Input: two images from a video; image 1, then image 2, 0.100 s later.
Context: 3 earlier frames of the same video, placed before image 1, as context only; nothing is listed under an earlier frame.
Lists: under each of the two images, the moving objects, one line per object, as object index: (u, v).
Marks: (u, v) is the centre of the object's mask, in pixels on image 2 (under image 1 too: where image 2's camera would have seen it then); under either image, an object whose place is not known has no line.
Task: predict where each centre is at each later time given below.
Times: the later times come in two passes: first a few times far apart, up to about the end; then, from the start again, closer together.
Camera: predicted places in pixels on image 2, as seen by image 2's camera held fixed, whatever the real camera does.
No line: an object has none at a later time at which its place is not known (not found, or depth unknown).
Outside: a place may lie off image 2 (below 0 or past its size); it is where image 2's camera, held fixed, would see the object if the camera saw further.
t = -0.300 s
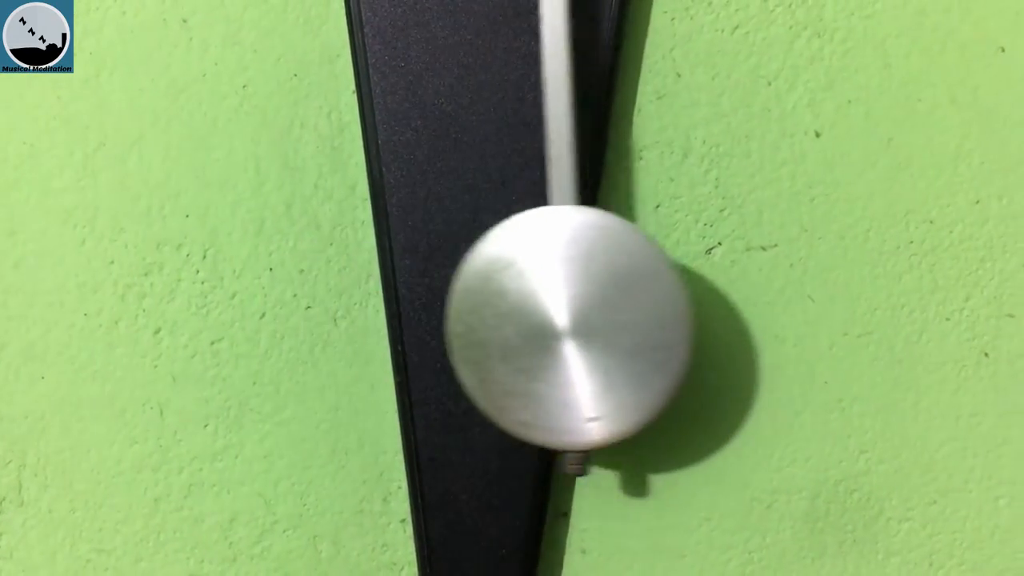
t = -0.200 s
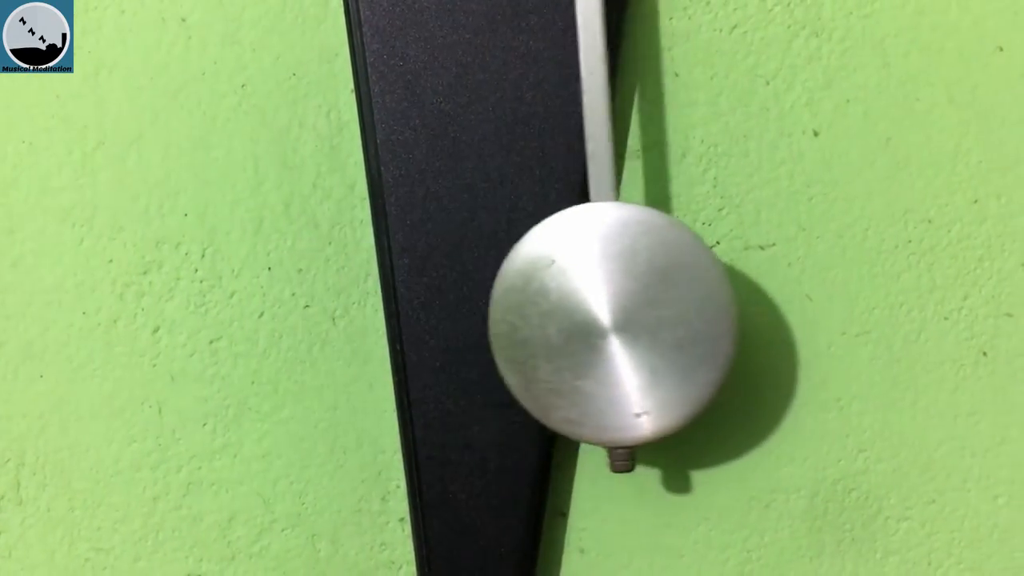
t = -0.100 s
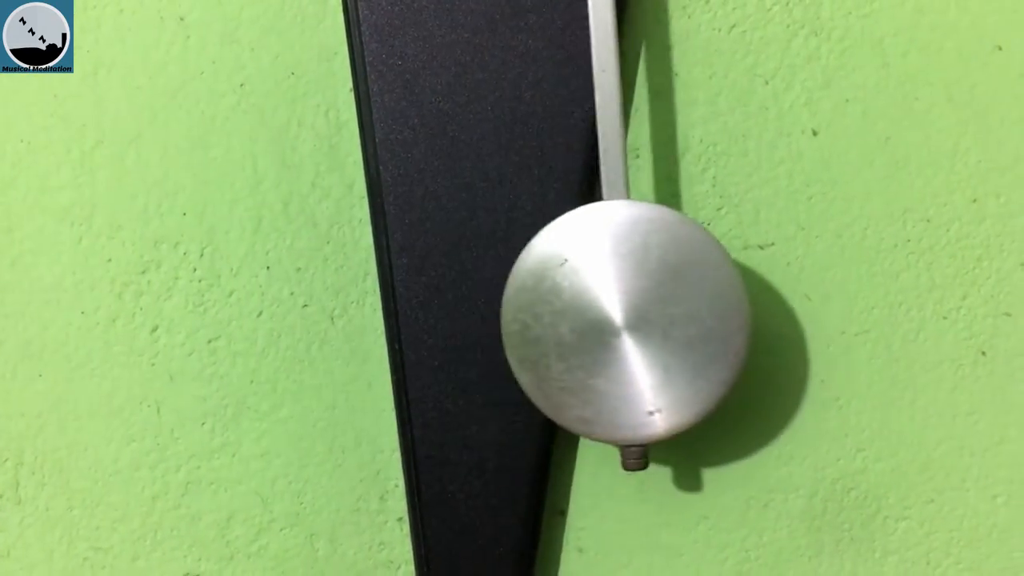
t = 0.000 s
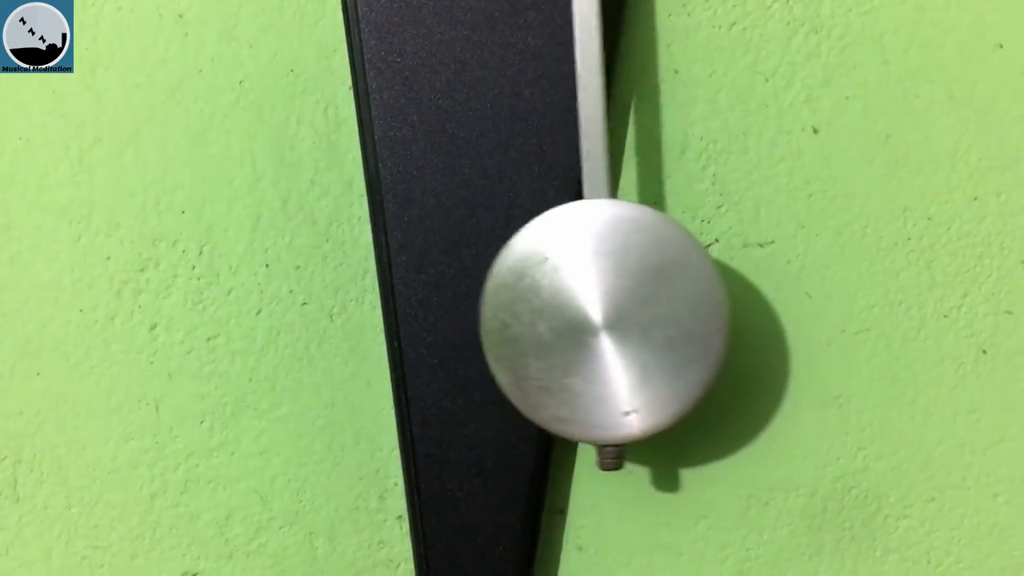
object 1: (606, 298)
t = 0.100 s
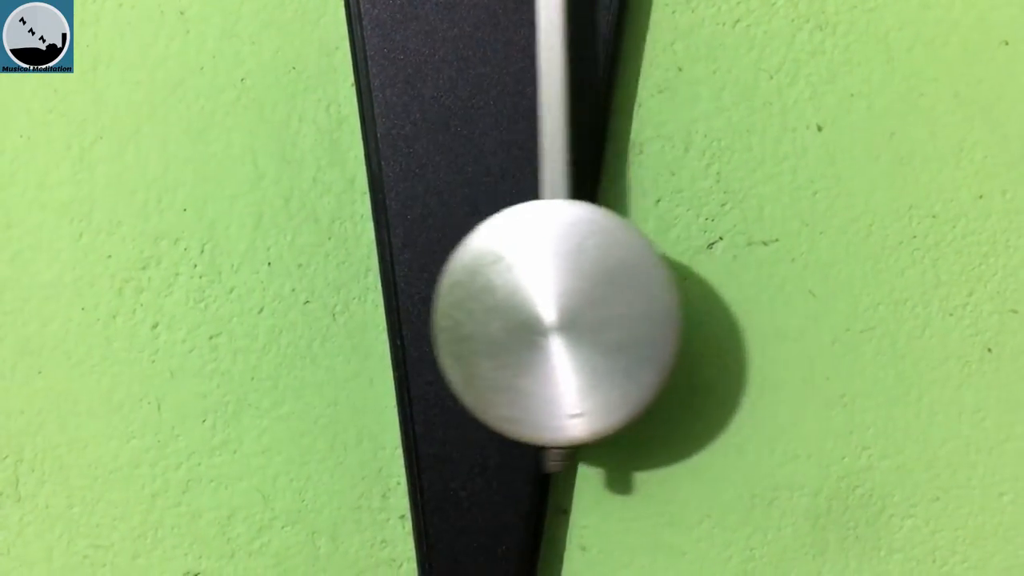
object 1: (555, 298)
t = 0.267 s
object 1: (446, 297)
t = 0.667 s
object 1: (431, 298)
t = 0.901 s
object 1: (578, 299)
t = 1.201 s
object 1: (595, 300)
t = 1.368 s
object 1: (497, 299)
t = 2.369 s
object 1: (600, 297)
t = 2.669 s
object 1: (421, 296)
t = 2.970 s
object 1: (403, 298)
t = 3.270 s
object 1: (587, 296)
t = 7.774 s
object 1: (466, 298)
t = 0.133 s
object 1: (534, 298)
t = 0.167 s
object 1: (512, 298)
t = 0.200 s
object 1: (490, 297)
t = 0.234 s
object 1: (468, 296)
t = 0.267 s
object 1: (446, 297)
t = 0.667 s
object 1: (431, 298)
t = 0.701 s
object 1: (451, 298)
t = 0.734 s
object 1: (472, 298)
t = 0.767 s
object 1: (495, 298)
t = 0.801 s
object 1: (517, 298)
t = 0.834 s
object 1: (539, 299)
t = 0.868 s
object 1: (559, 299)
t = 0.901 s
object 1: (578, 299)
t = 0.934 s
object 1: (595, 299)
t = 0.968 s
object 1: (608, 298)
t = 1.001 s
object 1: (618, 299)
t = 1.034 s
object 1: (625, 299)
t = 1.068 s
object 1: (627, 299)
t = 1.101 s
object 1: (625, 300)
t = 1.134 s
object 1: (619, 300)
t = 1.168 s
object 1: (609, 300)
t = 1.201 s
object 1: (595, 300)
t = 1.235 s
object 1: (579, 299)
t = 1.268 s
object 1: (560, 298)
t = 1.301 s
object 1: (540, 299)
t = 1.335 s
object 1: (518, 299)
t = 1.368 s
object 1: (497, 299)
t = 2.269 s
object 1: (627, 298)
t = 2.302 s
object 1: (622, 298)
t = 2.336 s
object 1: (613, 298)
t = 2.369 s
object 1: (600, 297)
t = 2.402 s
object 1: (585, 297)
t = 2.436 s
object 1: (567, 297)
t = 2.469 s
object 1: (547, 297)
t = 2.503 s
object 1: (526, 298)
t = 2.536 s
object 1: (504, 296)
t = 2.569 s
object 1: (482, 296)
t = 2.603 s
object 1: (461, 295)
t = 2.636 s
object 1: (440, 295)
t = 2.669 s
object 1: (421, 296)
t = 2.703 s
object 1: (404, 297)
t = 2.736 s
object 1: (390, 297)
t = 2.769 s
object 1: (380, 297)
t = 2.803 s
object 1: (374, 297)
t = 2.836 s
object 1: (371, 298)
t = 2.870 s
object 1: (373, 298)
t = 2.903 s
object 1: (379, 298)
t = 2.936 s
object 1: (389, 298)
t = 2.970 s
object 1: (403, 298)
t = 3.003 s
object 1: (420, 298)
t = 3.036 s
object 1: (439, 299)
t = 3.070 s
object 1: (460, 297)
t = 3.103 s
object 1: (483, 296)
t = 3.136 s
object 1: (505, 298)
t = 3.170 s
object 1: (527, 298)
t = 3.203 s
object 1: (549, 296)
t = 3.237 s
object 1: (568, 296)
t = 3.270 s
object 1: (587, 296)
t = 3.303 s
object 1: (602, 296)
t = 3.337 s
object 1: (614, 295)
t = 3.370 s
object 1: (623, 297)
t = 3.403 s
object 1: (628, 297)
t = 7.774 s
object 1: (466, 298)
